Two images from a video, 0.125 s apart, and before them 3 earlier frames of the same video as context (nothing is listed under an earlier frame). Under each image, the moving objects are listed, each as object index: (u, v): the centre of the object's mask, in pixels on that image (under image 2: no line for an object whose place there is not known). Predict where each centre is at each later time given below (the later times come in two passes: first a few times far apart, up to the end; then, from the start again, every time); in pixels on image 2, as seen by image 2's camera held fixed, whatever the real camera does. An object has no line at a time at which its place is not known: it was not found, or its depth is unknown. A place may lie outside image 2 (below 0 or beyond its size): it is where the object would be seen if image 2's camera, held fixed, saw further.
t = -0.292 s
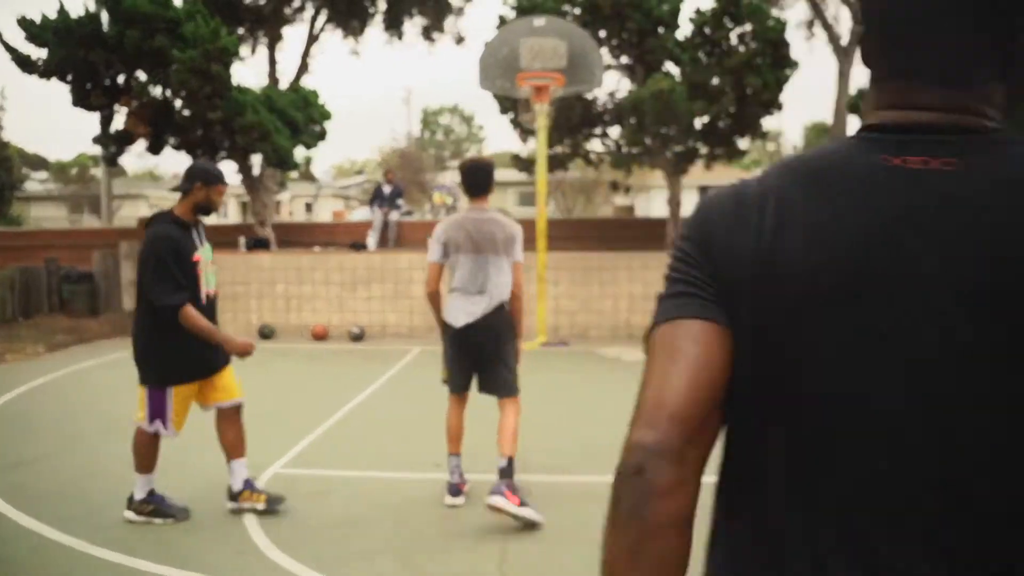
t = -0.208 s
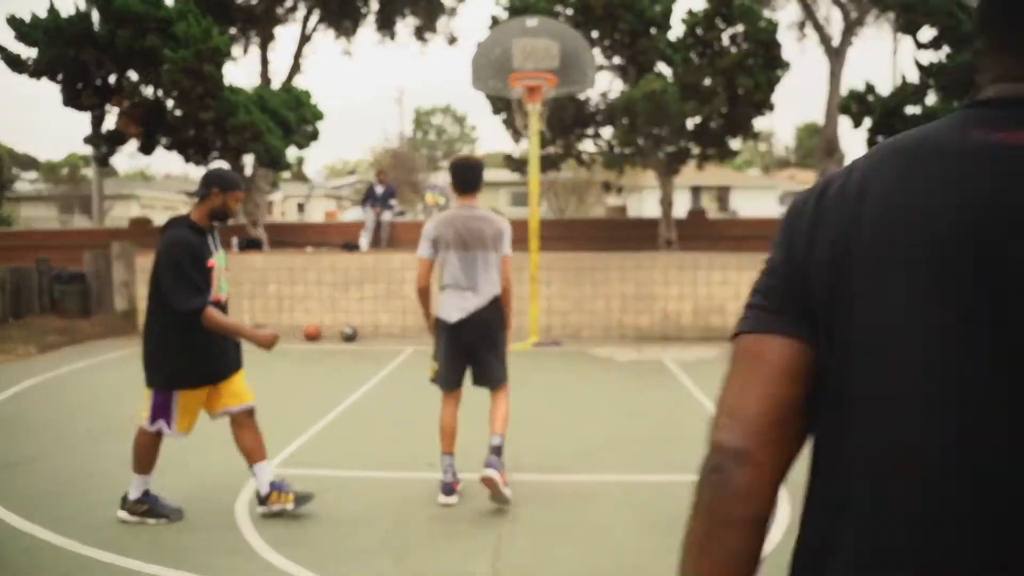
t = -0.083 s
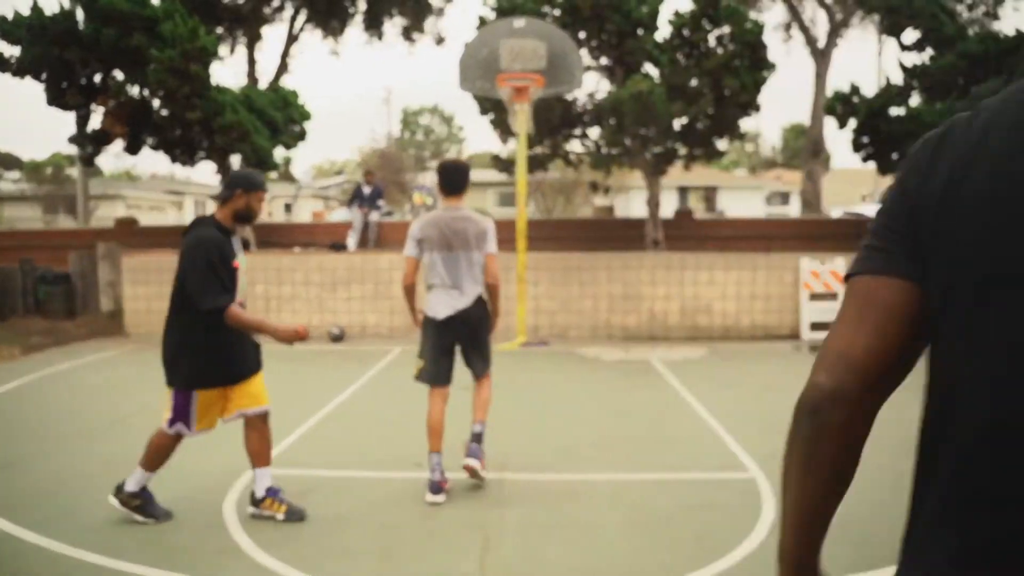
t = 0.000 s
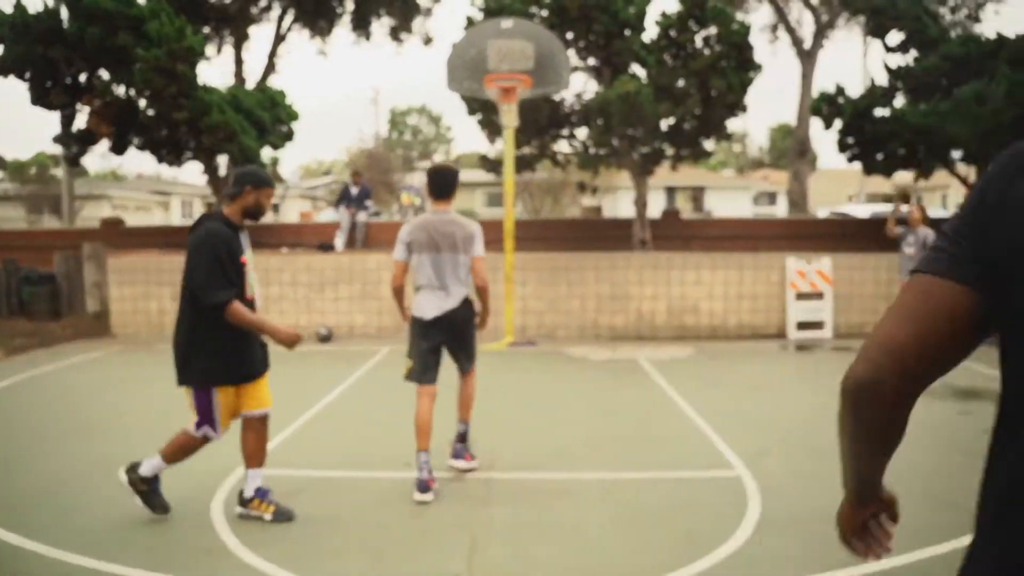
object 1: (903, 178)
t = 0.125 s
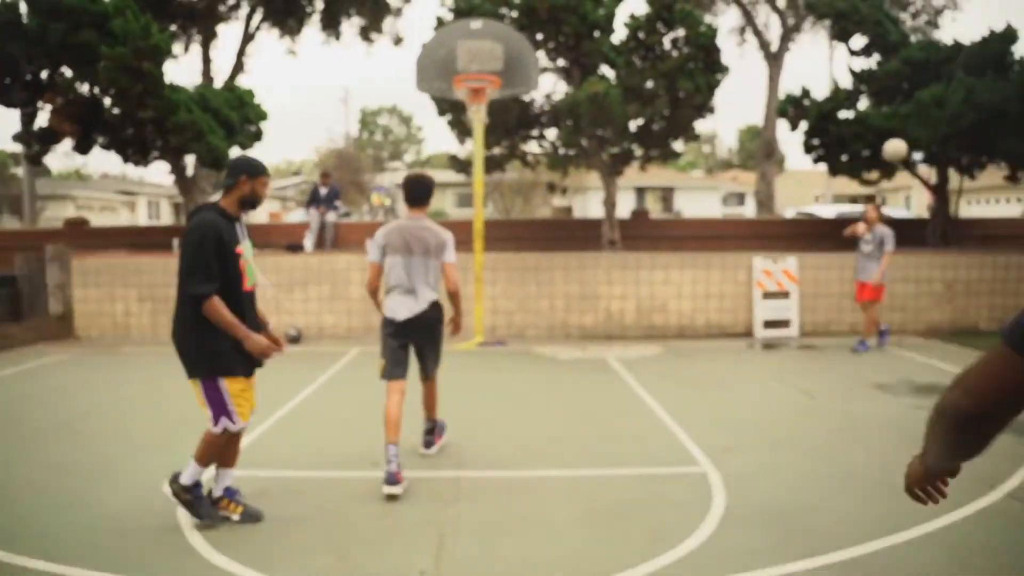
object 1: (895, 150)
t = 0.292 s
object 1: (940, 125)
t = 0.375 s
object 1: (968, 120)
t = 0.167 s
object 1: (903, 144)
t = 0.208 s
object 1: (916, 135)
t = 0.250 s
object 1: (926, 131)
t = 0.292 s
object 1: (940, 125)
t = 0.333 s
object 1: (951, 122)
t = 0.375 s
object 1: (968, 120)
